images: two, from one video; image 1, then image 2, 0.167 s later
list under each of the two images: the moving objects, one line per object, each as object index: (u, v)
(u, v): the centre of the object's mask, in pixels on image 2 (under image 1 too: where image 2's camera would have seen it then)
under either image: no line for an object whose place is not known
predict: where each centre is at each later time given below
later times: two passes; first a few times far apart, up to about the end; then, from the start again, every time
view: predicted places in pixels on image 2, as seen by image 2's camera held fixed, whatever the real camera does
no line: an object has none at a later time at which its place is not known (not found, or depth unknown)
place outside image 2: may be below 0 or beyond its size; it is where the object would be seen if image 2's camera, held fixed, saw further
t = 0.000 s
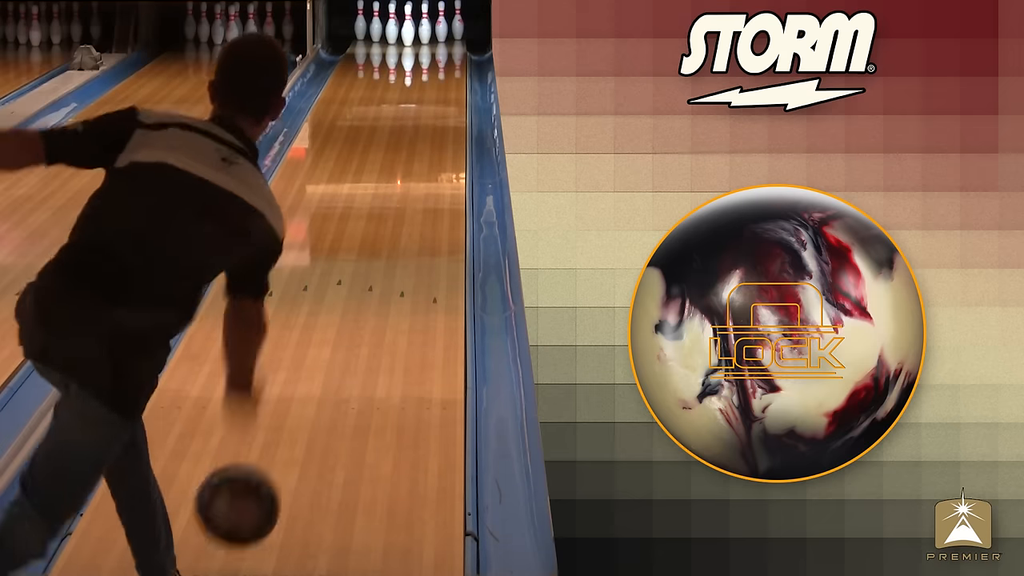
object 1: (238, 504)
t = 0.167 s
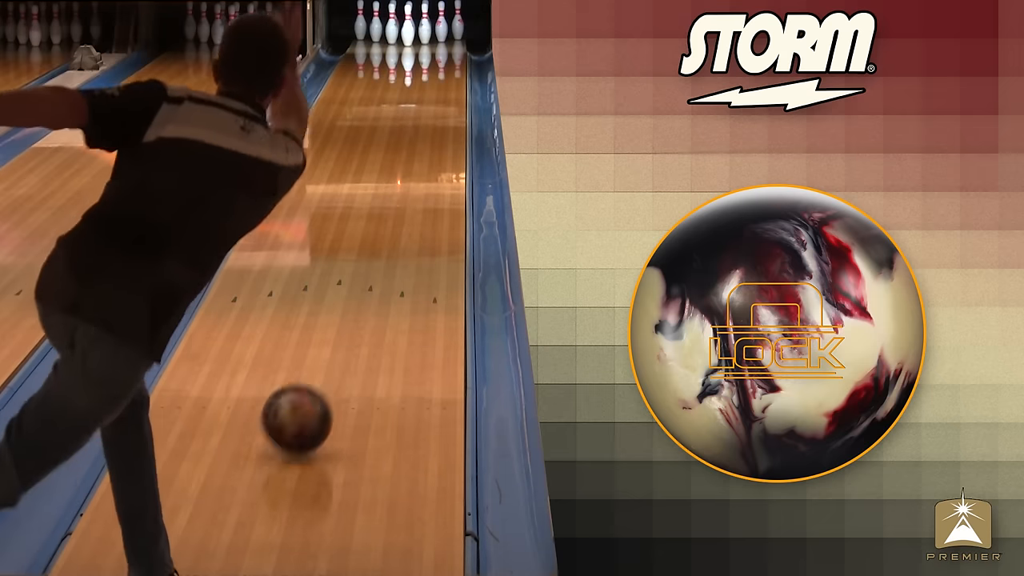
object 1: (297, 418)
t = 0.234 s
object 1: (315, 386)
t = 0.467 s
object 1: (363, 288)
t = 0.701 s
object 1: (396, 221)
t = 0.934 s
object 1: (418, 172)
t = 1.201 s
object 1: (435, 128)
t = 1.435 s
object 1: (443, 99)
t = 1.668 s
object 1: (446, 76)
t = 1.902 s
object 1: (441, 57)
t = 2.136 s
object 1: (427, 43)
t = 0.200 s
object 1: (306, 403)
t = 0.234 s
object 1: (315, 386)
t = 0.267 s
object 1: (323, 370)
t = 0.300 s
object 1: (331, 354)
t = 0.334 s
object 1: (338, 339)
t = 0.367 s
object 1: (345, 326)
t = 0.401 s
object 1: (352, 313)
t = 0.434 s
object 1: (357, 300)
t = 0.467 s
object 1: (363, 288)
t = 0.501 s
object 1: (369, 278)
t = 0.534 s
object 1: (374, 267)
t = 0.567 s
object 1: (379, 257)
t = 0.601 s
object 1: (383, 248)
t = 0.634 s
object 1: (388, 238)
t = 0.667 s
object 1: (392, 230)
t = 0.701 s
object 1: (396, 221)
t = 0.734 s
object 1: (399, 213)
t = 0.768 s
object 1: (403, 205)
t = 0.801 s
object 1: (406, 199)
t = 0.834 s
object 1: (410, 191)
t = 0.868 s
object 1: (413, 185)
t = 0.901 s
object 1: (415, 178)
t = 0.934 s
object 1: (418, 172)
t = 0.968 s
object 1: (420, 165)
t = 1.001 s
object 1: (423, 159)
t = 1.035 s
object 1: (426, 153)
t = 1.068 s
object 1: (428, 149)
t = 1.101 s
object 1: (430, 143)
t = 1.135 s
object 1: (432, 138)
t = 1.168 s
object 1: (434, 133)
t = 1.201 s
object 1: (435, 128)
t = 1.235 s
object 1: (437, 123)
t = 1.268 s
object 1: (438, 119)
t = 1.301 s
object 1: (439, 115)
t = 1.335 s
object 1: (440, 111)
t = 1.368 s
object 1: (441, 106)
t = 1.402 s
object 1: (442, 103)
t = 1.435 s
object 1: (443, 99)
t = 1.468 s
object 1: (444, 95)
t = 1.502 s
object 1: (445, 92)
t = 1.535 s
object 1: (445, 89)
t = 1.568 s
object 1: (445, 85)
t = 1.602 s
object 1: (446, 82)
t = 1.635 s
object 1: (447, 78)
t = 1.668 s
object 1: (446, 76)
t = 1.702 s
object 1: (446, 73)
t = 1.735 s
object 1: (444, 70)
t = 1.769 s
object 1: (445, 67)
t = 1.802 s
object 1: (445, 65)
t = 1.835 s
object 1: (443, 62)
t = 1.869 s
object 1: (442, 61)
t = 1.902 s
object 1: (441, 57)
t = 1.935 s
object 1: (439, 56)
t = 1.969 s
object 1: (437, 53)
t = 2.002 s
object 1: (436, 52)
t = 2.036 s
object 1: (434, 49)
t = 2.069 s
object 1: (431, 47)
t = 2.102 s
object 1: (429, 45)
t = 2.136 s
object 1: (427, 43)
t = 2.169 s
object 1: (424, 41)
